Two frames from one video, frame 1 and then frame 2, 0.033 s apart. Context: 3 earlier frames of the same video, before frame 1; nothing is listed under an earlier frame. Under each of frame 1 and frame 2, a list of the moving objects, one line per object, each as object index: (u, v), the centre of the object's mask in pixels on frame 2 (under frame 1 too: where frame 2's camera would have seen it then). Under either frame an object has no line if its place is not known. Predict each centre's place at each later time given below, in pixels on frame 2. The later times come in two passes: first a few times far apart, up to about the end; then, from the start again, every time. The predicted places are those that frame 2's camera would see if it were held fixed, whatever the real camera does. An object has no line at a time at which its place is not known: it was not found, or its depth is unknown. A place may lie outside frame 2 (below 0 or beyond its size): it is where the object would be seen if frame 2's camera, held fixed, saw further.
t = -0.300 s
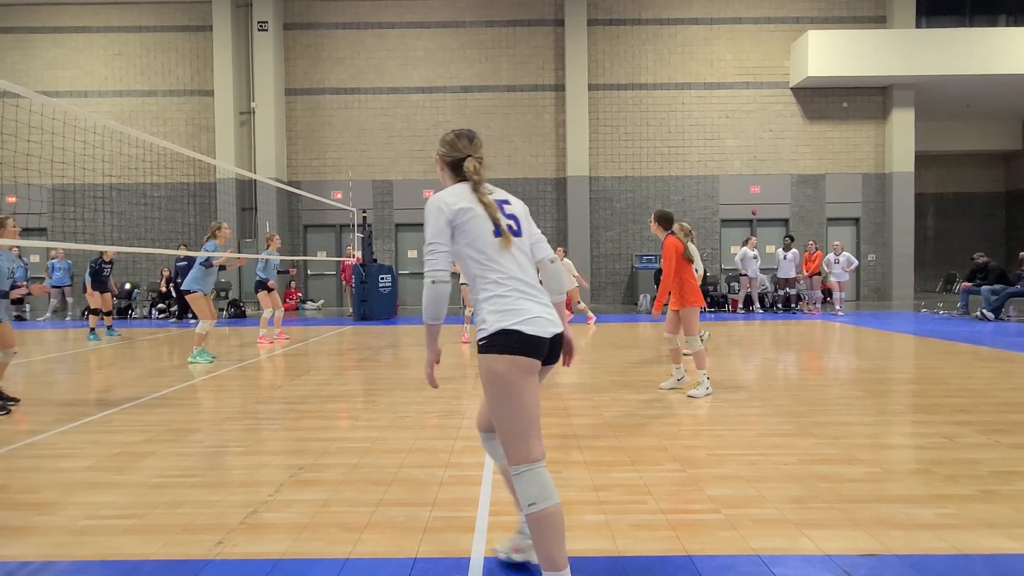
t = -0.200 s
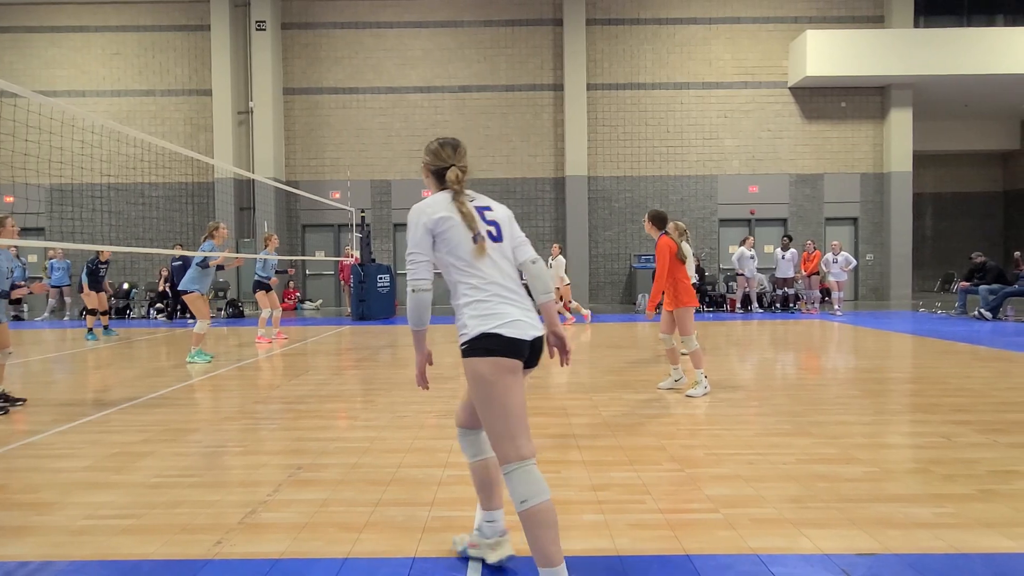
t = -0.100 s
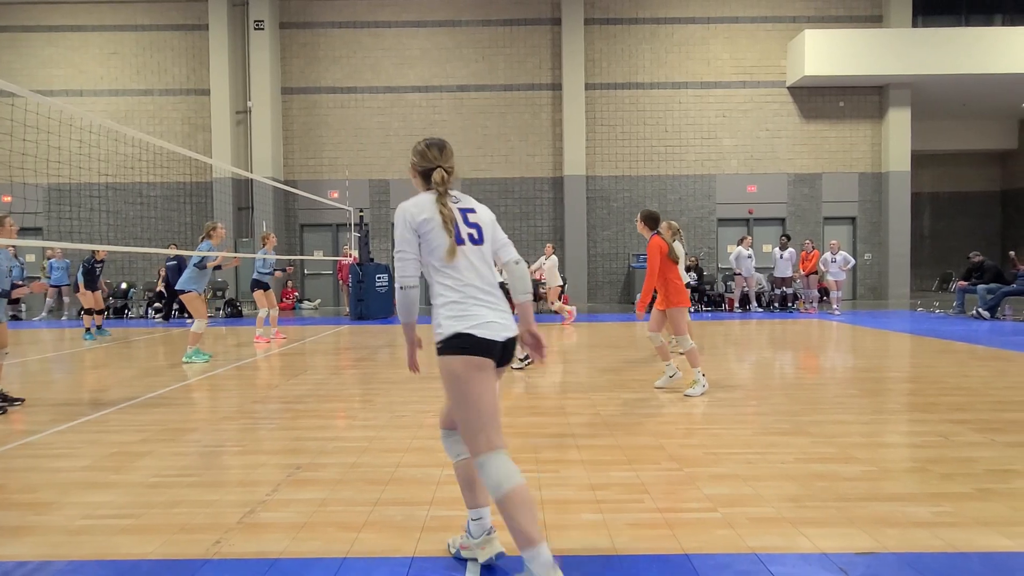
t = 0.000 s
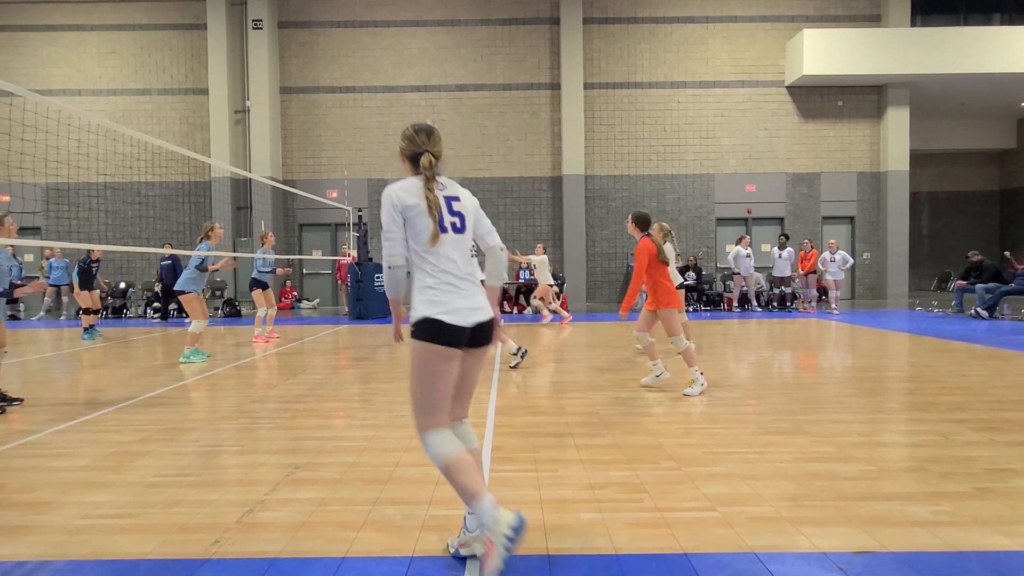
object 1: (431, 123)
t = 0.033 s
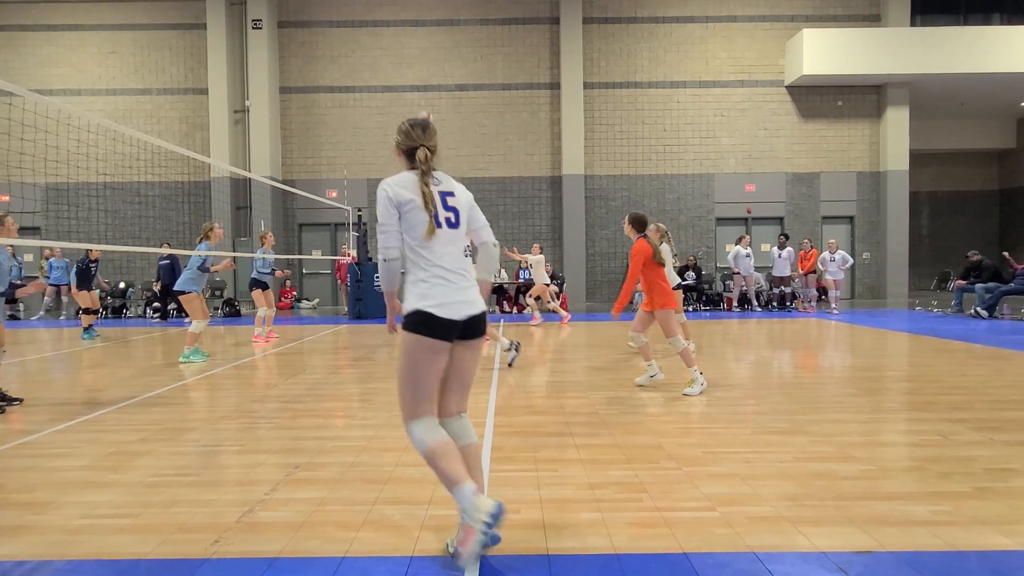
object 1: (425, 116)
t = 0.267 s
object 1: (397, 76)
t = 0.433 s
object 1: (377, 68)
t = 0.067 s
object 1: (422, 110)
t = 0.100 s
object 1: (417, 103)
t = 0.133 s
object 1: (413, 96)
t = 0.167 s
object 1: (409, 90)
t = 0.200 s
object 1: (406, 85)
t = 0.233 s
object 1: (401, 80)
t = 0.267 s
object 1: (397, 76)
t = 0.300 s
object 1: (393, 72)
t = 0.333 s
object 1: (389, 70)
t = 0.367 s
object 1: (385, 68)
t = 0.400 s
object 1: (381, 68)
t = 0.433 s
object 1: (377, 68)
